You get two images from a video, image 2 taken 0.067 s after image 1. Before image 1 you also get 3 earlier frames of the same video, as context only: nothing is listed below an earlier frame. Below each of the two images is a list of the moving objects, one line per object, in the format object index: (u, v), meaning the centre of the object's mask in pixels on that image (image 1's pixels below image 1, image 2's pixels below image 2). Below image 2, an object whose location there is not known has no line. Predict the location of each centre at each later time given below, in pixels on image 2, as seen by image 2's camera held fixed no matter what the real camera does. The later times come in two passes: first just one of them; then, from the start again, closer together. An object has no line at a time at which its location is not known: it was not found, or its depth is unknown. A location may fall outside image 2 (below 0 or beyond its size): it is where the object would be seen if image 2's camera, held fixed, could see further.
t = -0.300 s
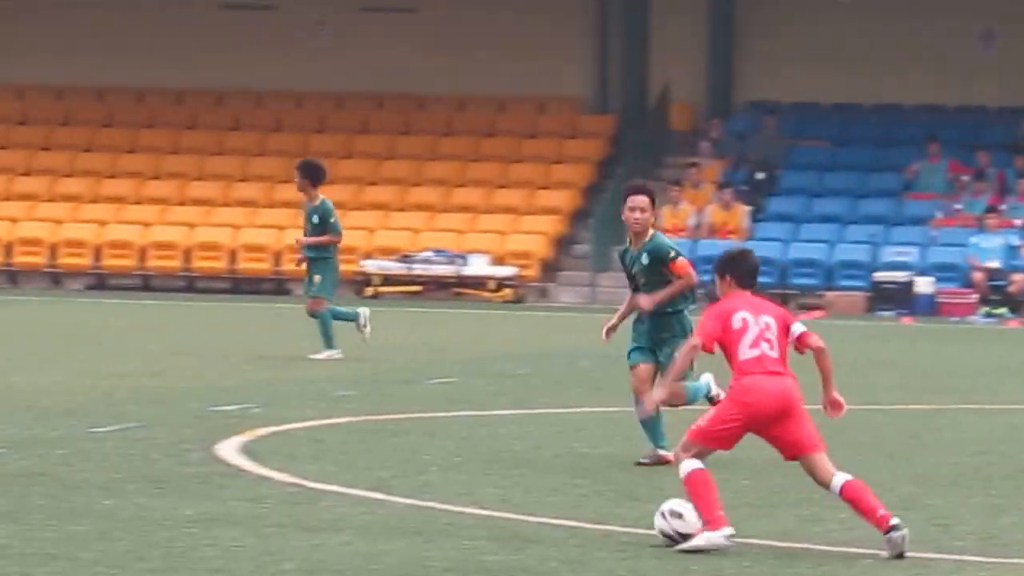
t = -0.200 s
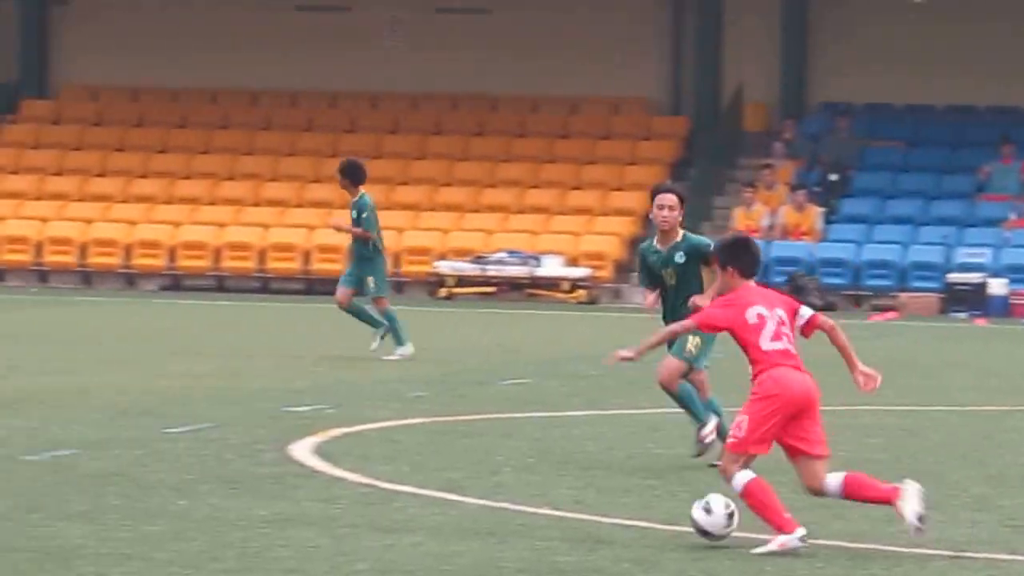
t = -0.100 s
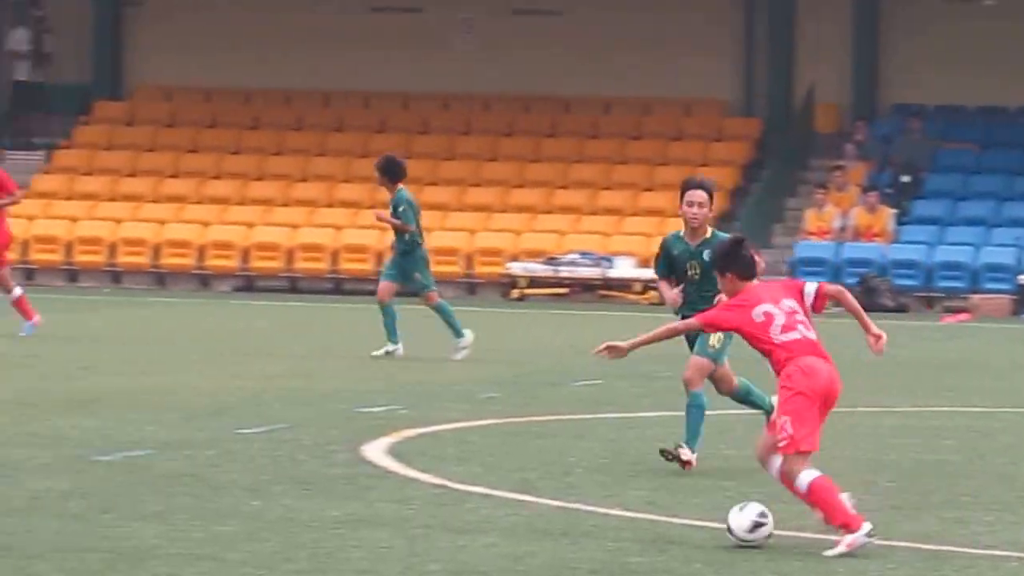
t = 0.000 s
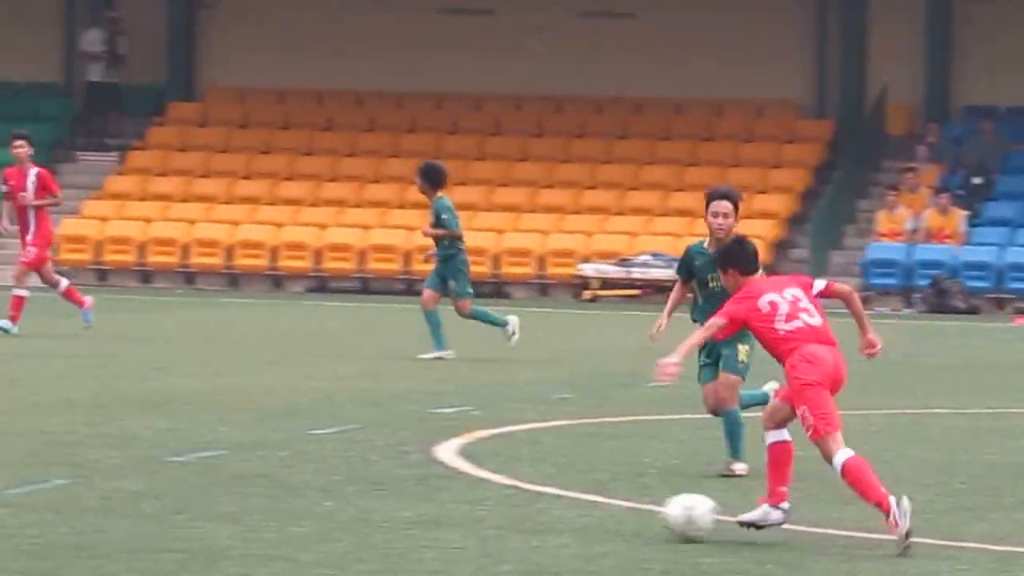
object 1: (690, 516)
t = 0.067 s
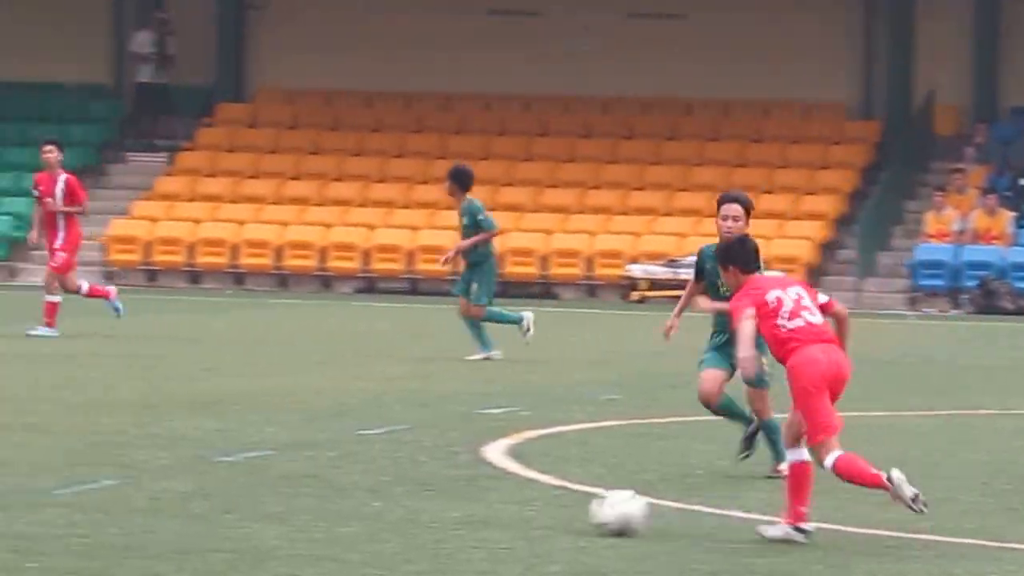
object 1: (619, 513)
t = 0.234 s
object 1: (360, 498)
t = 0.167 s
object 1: (456, 503)
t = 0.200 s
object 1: (409, 502)
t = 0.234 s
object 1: (360, 498)
